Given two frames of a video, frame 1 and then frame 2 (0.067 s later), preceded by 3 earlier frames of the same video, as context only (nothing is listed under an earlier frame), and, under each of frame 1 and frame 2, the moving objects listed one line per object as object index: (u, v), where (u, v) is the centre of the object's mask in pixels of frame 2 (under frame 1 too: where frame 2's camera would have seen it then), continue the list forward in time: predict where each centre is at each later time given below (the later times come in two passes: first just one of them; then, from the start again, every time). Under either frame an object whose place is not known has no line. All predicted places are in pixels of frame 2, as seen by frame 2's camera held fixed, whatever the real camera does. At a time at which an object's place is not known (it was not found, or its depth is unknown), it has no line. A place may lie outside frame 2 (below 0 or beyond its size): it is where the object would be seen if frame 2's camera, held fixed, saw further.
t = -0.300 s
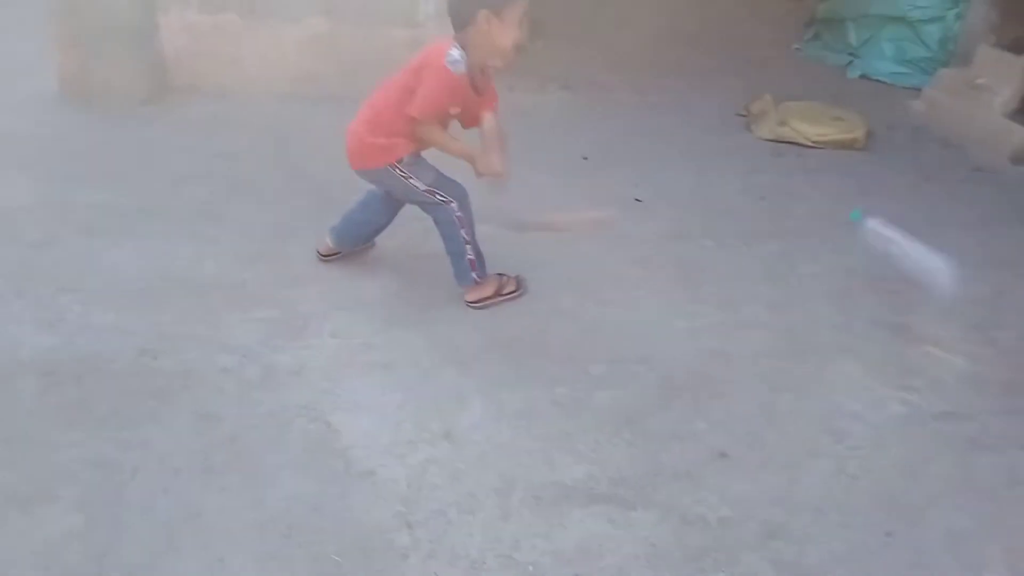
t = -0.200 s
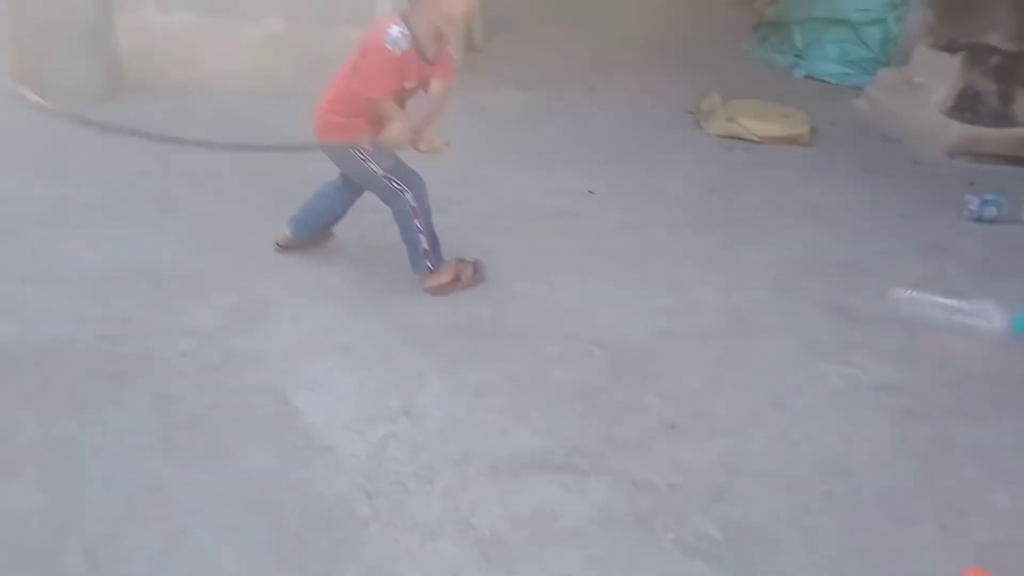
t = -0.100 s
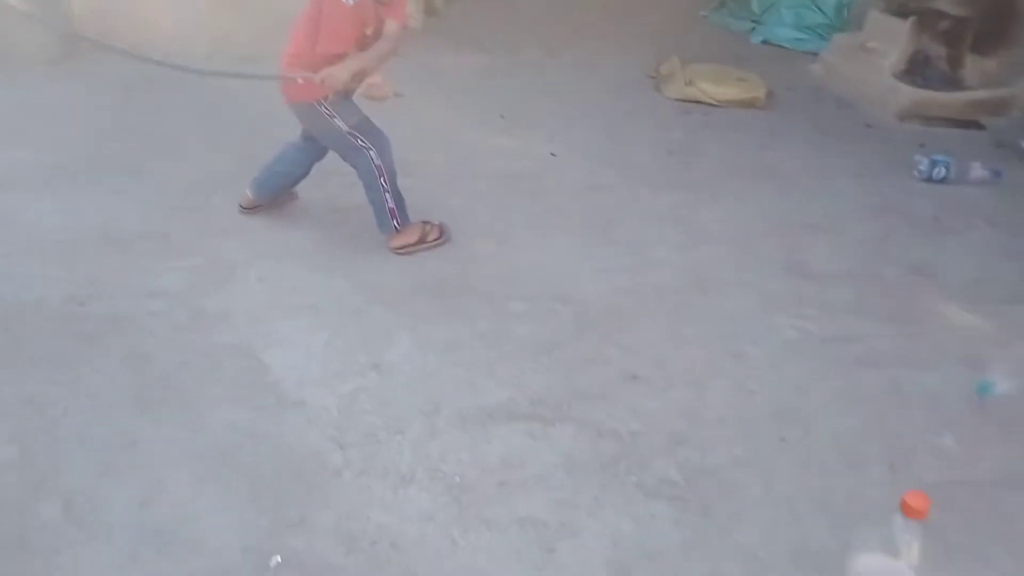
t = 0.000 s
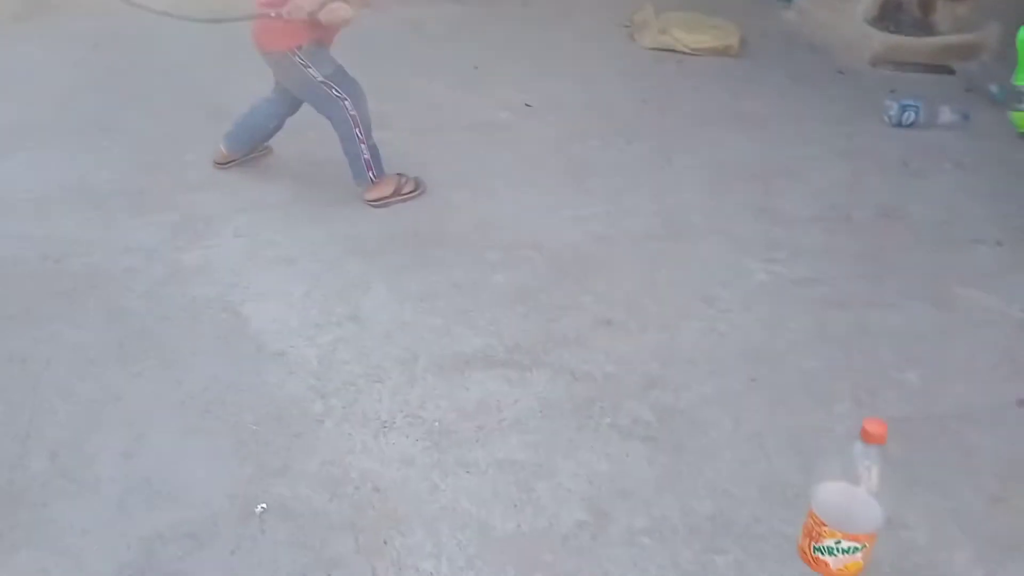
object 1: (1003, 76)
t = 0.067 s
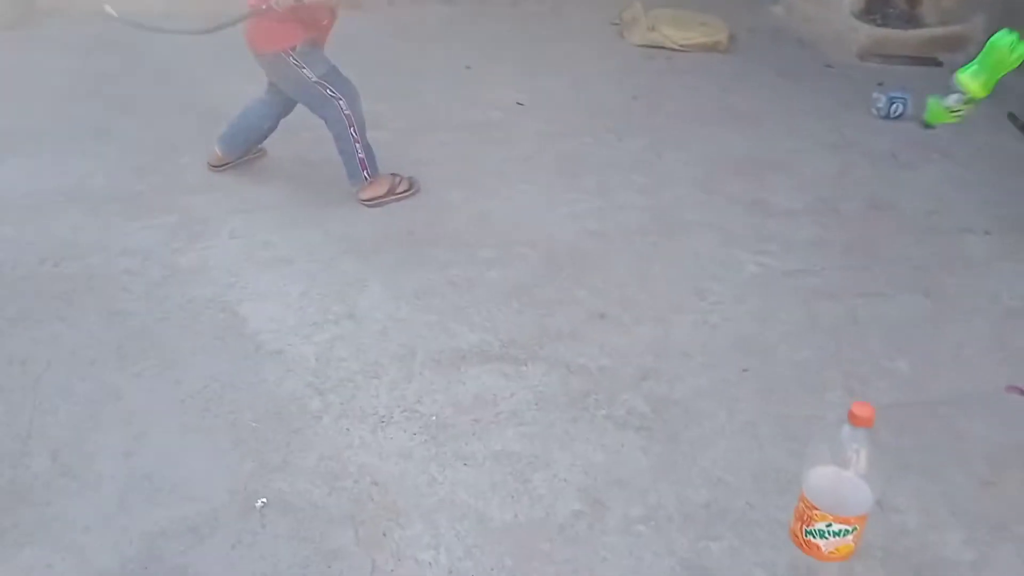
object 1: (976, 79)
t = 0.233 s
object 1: (818, 211)
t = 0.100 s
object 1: (951, 96)
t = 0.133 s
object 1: (921, 116)
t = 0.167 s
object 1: (889, 145)
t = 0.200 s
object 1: (853, 178)
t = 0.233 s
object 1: (818, 211)
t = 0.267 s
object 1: (786, 246)
